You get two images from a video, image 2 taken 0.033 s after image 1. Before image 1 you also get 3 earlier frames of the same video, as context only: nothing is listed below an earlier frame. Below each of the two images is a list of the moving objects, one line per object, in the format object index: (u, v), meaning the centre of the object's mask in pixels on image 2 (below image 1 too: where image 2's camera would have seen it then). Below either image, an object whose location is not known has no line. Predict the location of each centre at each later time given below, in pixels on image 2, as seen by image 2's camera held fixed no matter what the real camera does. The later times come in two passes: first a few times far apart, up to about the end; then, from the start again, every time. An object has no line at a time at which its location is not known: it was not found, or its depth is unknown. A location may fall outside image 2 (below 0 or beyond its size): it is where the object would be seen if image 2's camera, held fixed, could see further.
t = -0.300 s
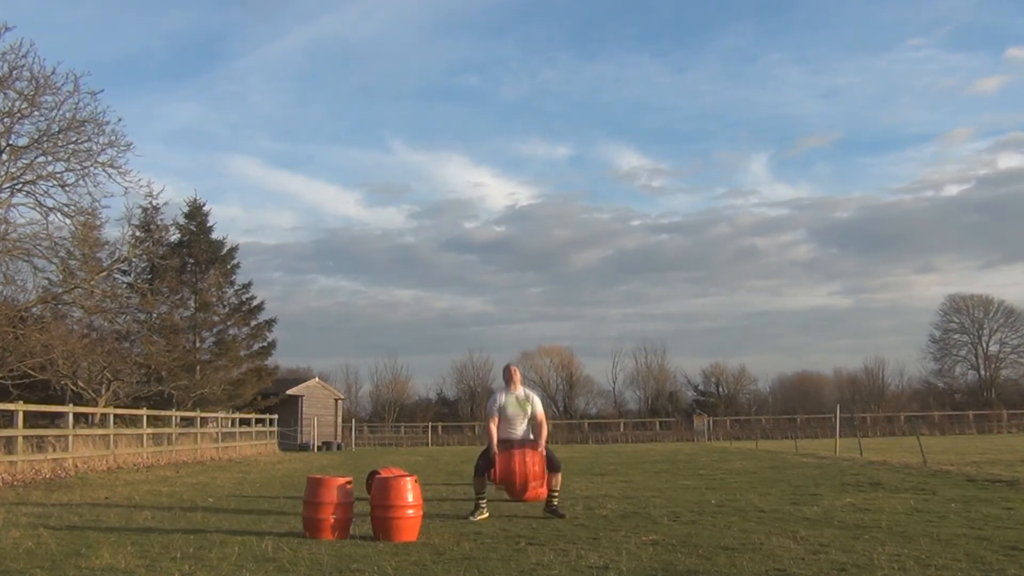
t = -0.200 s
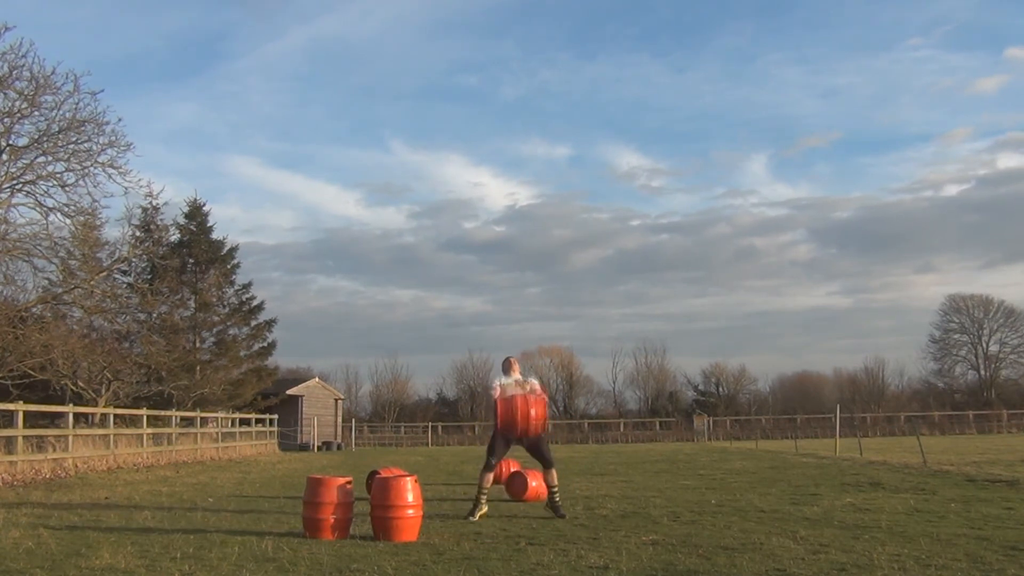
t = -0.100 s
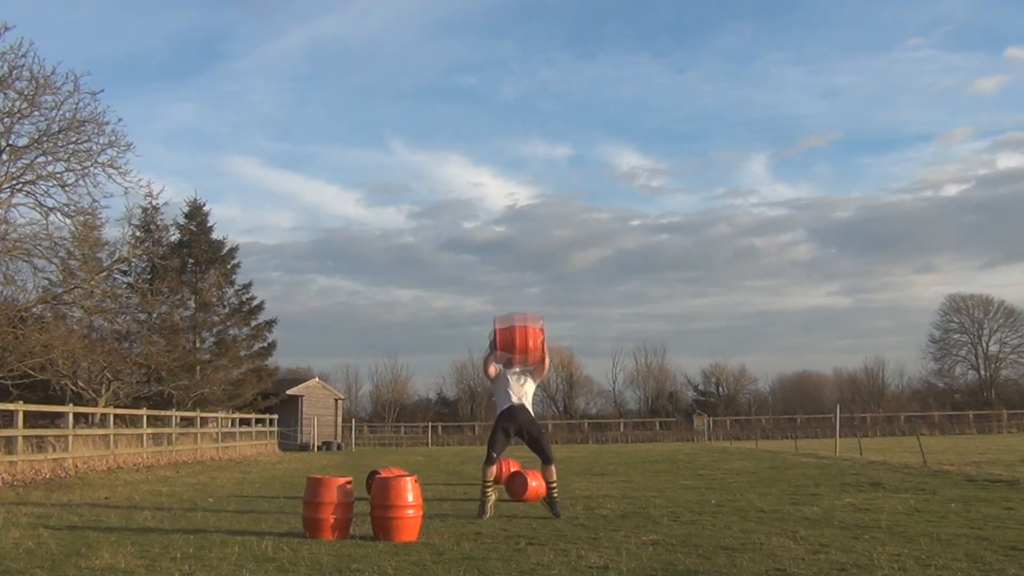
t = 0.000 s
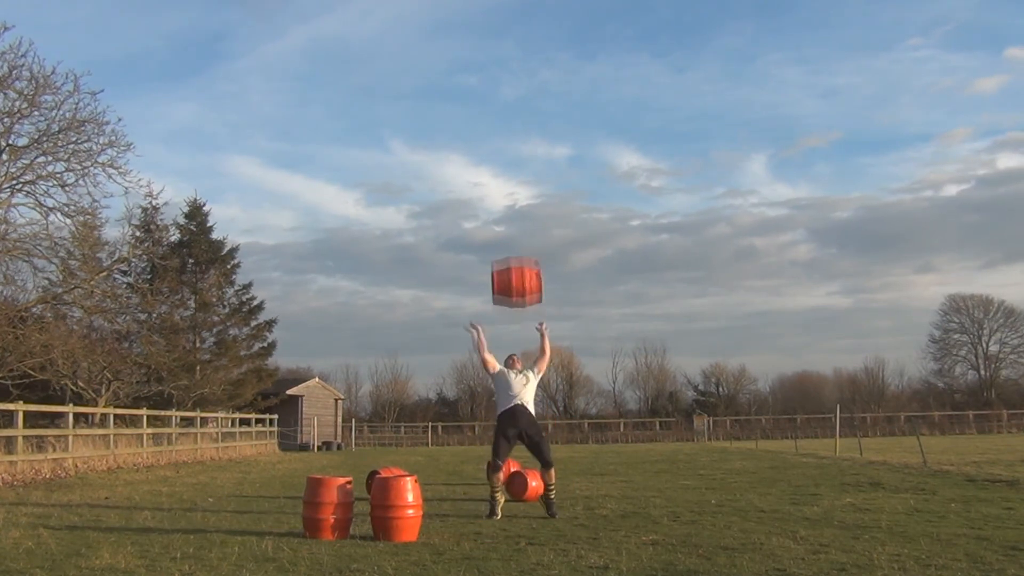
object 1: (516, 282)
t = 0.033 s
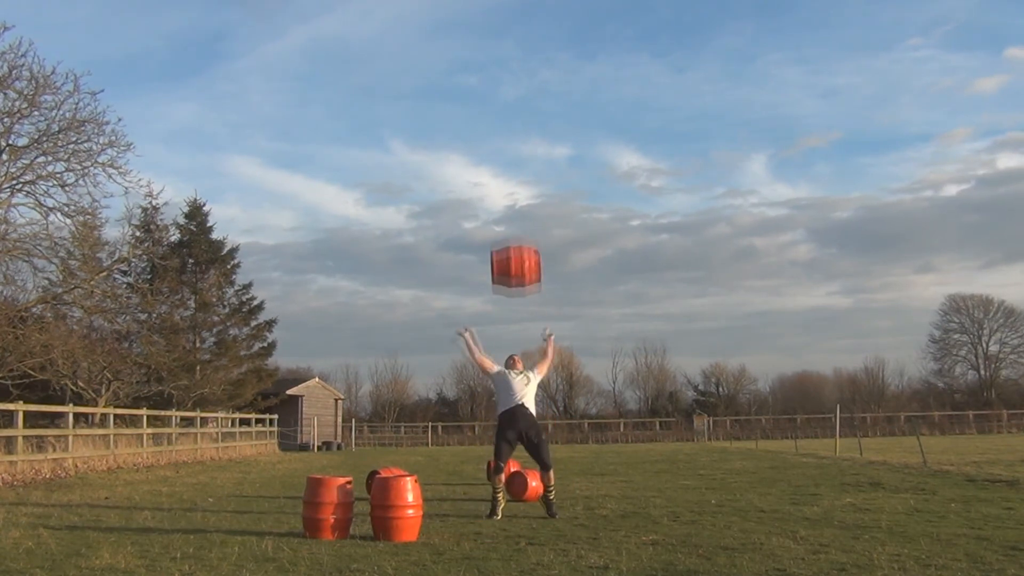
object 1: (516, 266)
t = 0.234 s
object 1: (511, 183)
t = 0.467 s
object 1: (504, 140)
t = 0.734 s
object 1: (501, 163)
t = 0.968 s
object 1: (499, 221)
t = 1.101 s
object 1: (497, 274)
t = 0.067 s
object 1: (515, 248)
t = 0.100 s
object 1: (514, 234)
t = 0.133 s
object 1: (513, 221)
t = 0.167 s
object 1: (512, 205)
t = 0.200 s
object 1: (512, 194)
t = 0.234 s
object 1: (511, 183)
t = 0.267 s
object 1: (510, 172)
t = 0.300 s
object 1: (509, 164)
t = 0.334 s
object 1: (508, 157)
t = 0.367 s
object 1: (507, 150)
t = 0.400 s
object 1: (506, 145)
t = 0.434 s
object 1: (505, 142)
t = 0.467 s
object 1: (504, 140)
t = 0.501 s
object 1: (504, 139)
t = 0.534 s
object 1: (503, 139)
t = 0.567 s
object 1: (503, 141)
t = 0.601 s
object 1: (503, 144)
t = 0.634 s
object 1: (502, 147)
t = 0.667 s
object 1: (502, 152)
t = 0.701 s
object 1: (502, 157)
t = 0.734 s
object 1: (501, 163)
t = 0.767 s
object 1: (501, 169)
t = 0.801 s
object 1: (501, 176)
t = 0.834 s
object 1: (501, 184)
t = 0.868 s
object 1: (501, 192)
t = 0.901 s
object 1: (500, 200)
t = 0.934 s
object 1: (500, 211)
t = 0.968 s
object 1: (499, 221)
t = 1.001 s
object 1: (499, 231)
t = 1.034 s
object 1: (498, 245)
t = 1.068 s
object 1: (497, 257)
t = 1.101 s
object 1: (497, 274)
